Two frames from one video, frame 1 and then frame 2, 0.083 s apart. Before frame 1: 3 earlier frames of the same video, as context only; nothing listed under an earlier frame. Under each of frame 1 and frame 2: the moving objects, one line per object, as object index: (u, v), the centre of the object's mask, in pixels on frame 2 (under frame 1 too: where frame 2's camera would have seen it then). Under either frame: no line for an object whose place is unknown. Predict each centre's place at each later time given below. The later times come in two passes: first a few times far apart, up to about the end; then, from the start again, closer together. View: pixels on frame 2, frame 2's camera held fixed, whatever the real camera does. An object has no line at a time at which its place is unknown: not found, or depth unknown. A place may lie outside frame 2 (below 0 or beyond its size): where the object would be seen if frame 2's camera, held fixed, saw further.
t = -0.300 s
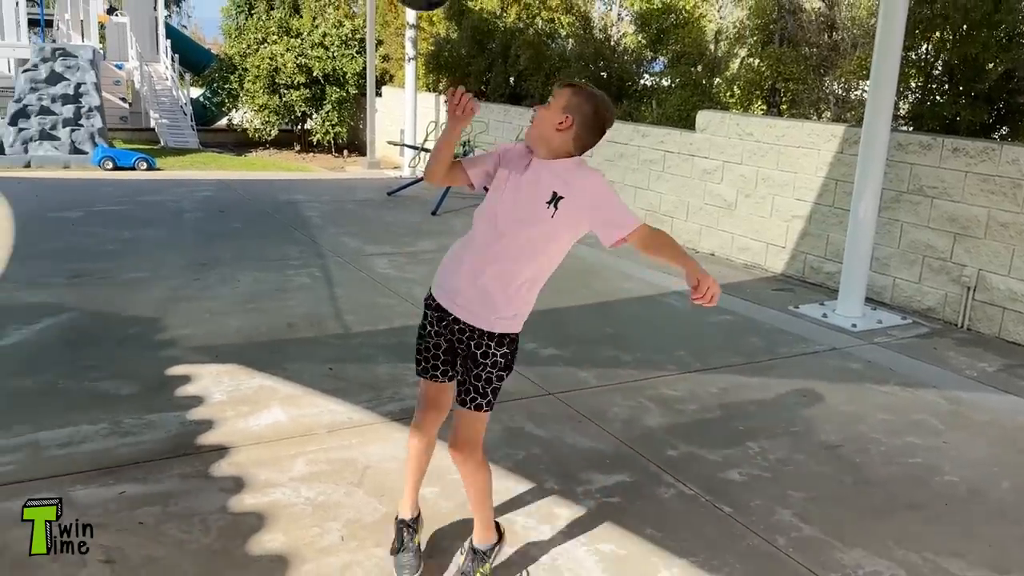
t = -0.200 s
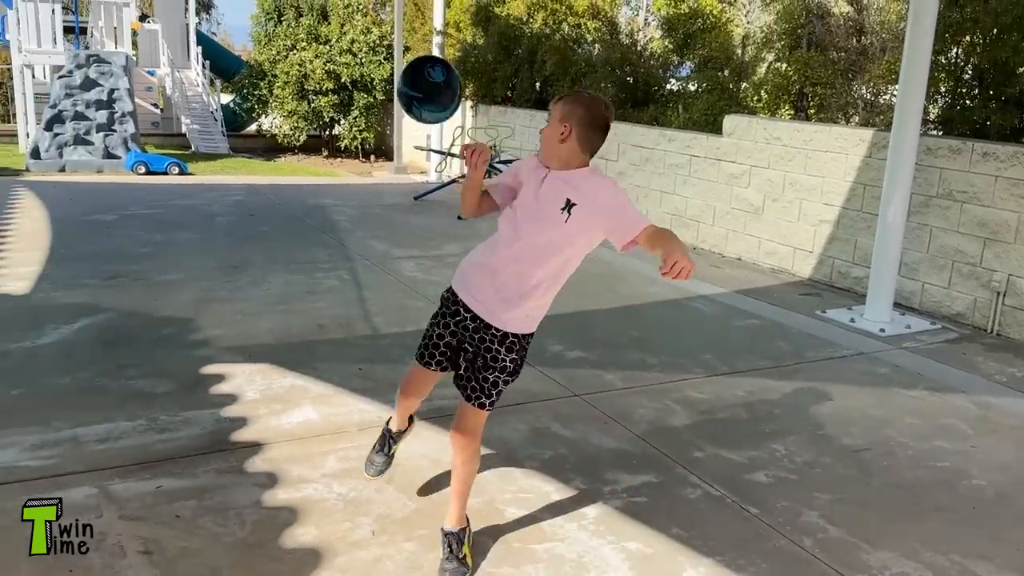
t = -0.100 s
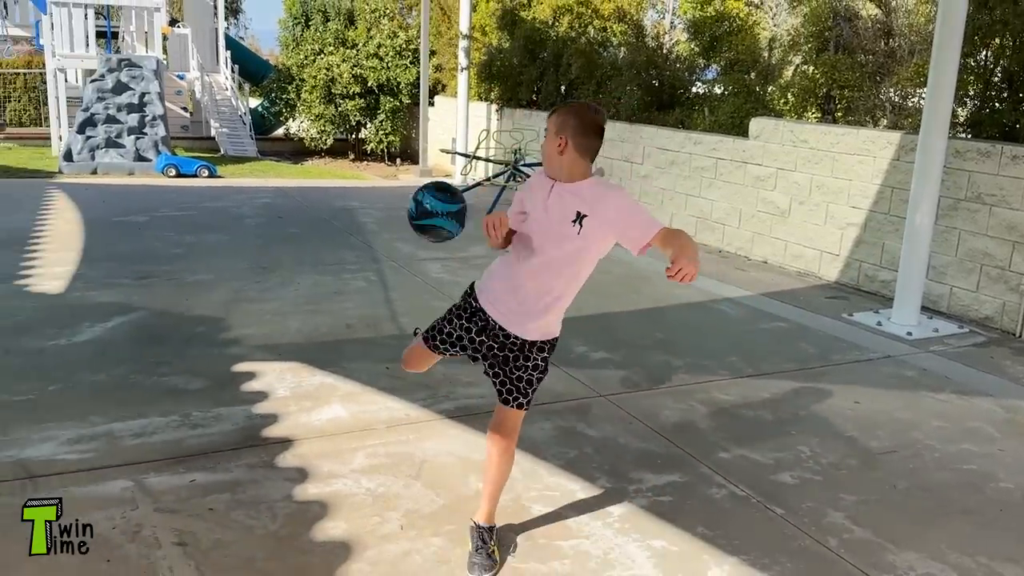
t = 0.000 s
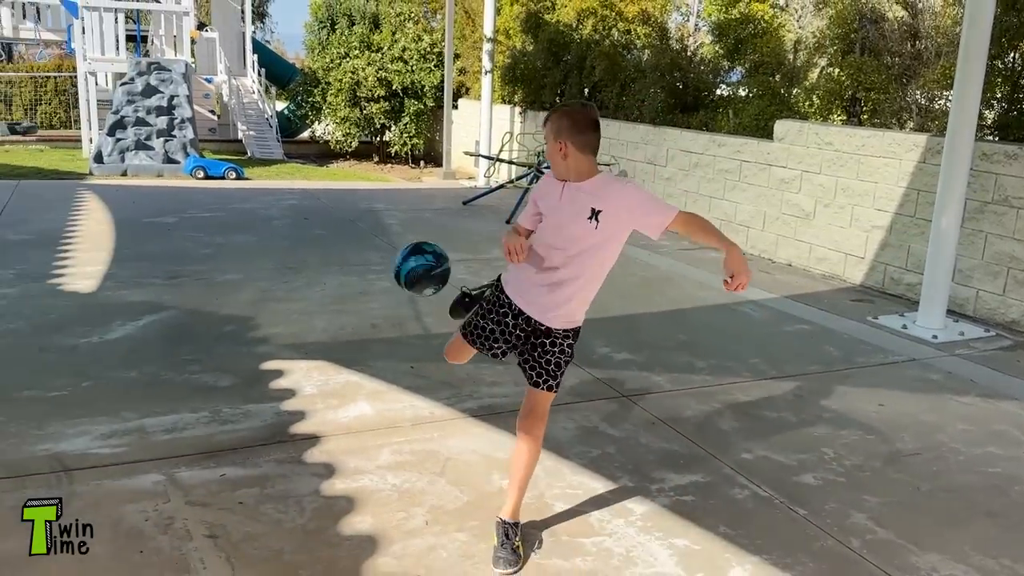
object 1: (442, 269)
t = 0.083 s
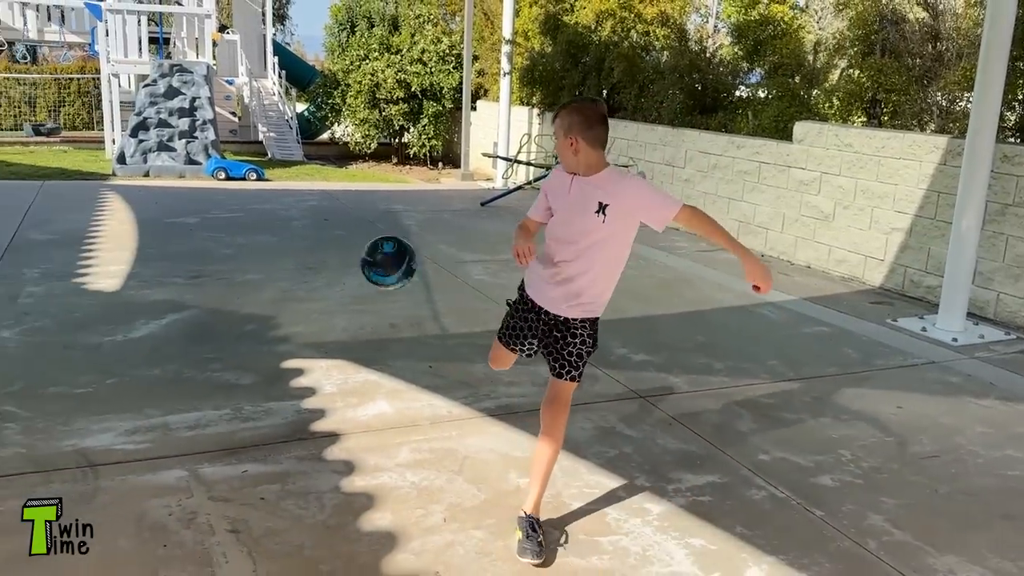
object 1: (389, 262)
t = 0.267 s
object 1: (280, 303)
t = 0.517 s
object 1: (147, 338)
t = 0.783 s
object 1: (7, 248)
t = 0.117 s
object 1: (368, 264)
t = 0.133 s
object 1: (358, 266)
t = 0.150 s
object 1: (347, 267)
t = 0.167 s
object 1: (337, 271)
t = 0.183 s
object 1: (327, 274)
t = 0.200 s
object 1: (317, 279)
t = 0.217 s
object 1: (308, 284)
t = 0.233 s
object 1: (299, 290)
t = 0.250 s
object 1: (289, 296)
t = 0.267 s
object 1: (280, 303)
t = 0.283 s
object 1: (271, 310)
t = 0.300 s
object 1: (262, 318)
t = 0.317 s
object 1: (253, 325)
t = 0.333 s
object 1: (244, 334)
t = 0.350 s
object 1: (235, 343)
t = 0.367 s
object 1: (226, 352)
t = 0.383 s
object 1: (217, 363)
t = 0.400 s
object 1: (209, 374)
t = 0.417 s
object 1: (201, 386)
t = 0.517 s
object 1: (147, 338)
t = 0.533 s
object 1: (138, 328)
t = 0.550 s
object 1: (129, 318)
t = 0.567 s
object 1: (120, 309)
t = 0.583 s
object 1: (111, 300)
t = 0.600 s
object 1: (102, 292)
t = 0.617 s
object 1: (93, 285)
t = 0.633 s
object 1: (84, 278)
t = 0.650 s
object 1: (74, 273)
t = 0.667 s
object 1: (65, 267)
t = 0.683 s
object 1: (57, 263)
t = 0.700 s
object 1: (48, 259)
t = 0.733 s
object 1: (30, 253)
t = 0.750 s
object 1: (22, 251)
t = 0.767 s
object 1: (14, 249)
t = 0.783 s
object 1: (7, 248)
